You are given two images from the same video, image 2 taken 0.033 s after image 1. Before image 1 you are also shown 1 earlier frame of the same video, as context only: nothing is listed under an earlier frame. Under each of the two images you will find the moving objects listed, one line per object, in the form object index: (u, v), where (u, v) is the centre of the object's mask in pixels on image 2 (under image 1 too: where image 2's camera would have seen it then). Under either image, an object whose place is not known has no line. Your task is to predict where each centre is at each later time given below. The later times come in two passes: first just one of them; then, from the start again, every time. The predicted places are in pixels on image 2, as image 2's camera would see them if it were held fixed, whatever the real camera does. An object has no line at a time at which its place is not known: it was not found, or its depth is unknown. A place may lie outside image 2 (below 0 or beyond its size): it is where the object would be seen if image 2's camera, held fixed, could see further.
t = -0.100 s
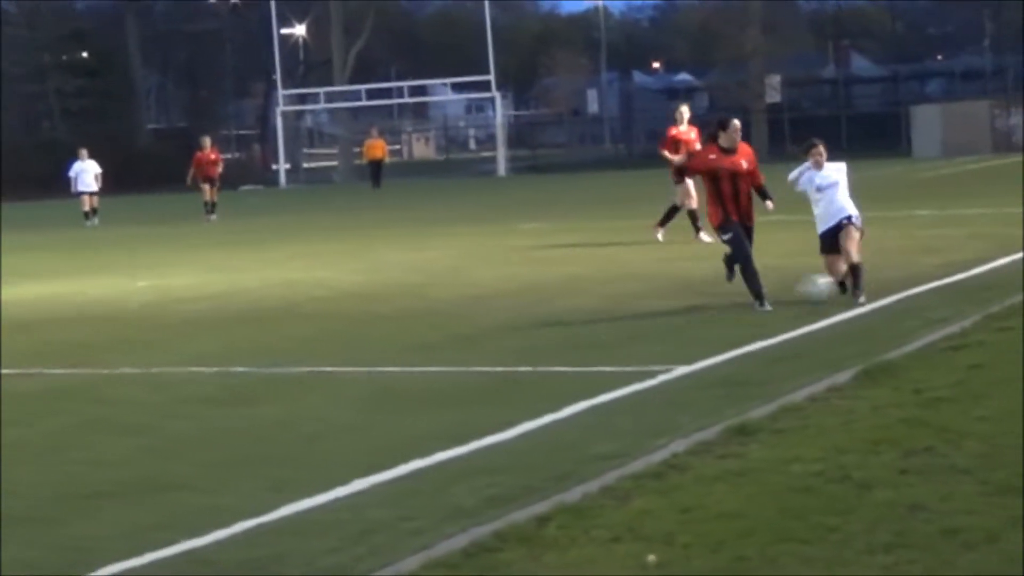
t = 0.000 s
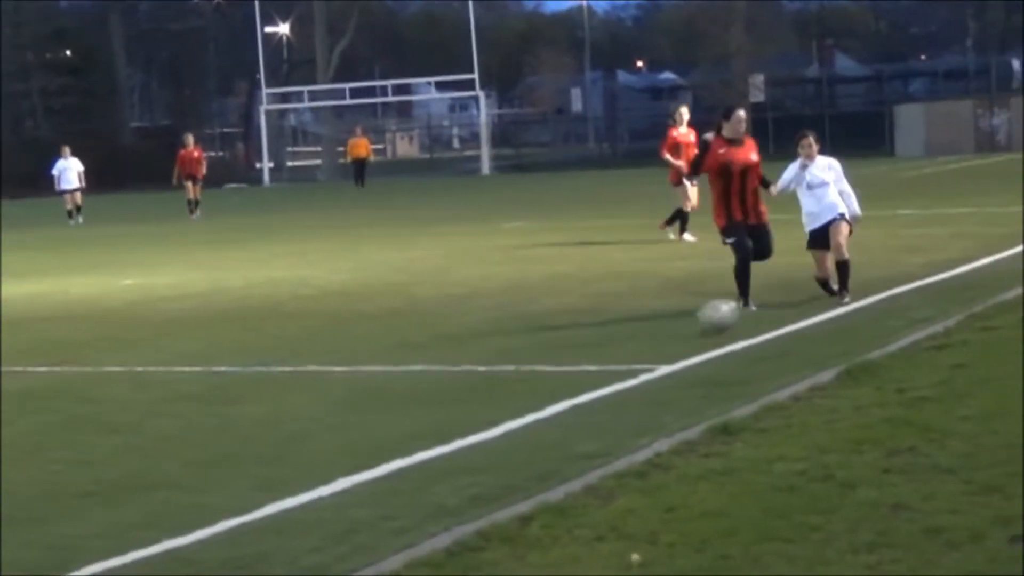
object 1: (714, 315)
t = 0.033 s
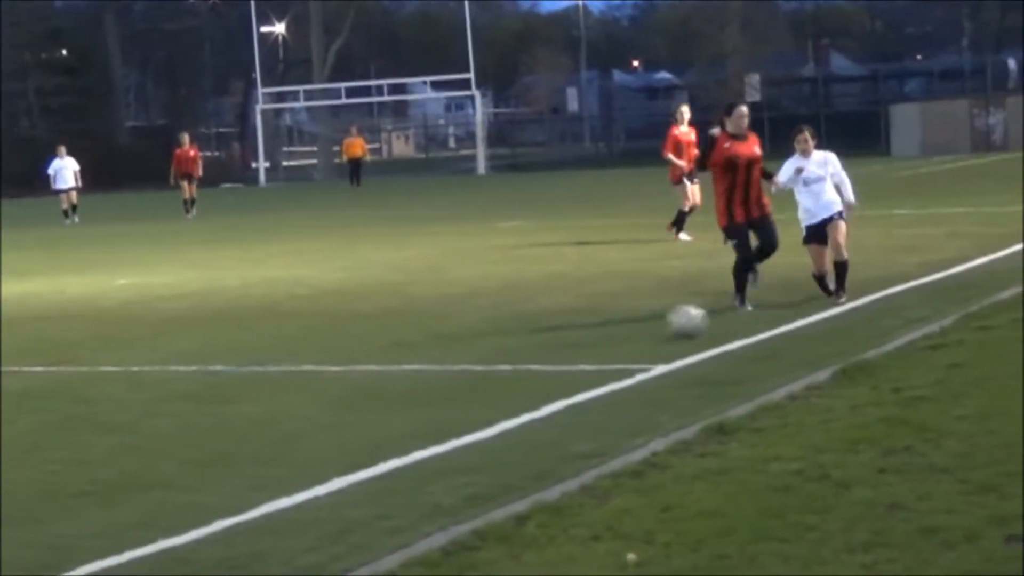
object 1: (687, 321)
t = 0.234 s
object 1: (514, 351)
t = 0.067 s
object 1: (661, 320)
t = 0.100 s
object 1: (634, 321)
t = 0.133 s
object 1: (605, 325)
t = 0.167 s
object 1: (577, 329)
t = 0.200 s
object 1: (546, 339)
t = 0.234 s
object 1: (514, 351)
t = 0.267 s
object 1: (482, 363)
